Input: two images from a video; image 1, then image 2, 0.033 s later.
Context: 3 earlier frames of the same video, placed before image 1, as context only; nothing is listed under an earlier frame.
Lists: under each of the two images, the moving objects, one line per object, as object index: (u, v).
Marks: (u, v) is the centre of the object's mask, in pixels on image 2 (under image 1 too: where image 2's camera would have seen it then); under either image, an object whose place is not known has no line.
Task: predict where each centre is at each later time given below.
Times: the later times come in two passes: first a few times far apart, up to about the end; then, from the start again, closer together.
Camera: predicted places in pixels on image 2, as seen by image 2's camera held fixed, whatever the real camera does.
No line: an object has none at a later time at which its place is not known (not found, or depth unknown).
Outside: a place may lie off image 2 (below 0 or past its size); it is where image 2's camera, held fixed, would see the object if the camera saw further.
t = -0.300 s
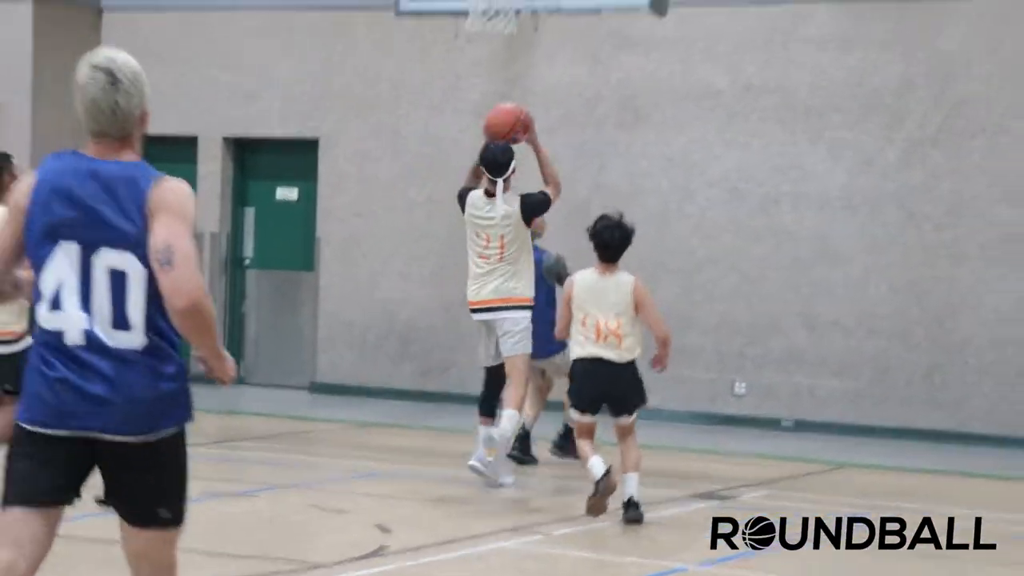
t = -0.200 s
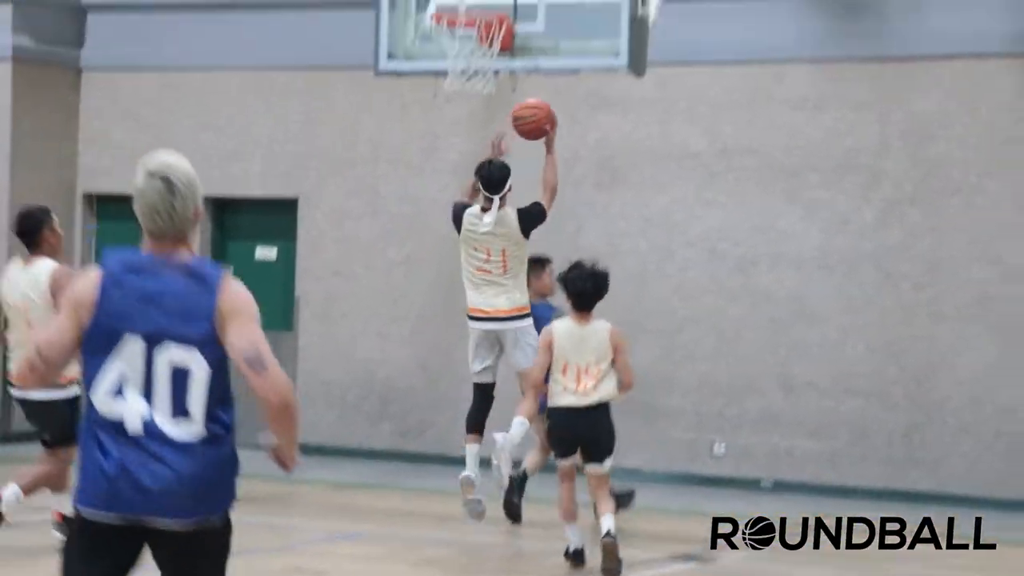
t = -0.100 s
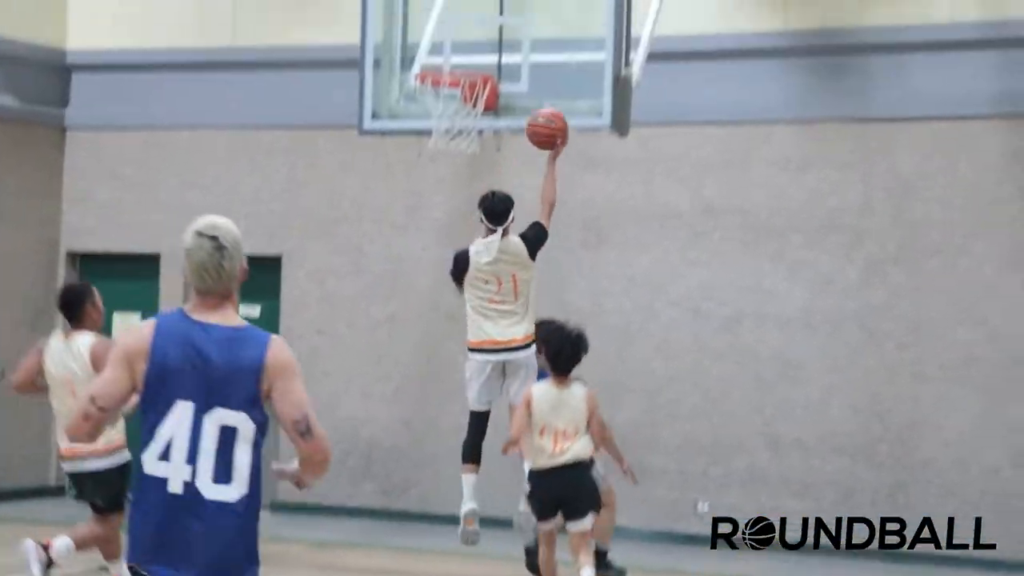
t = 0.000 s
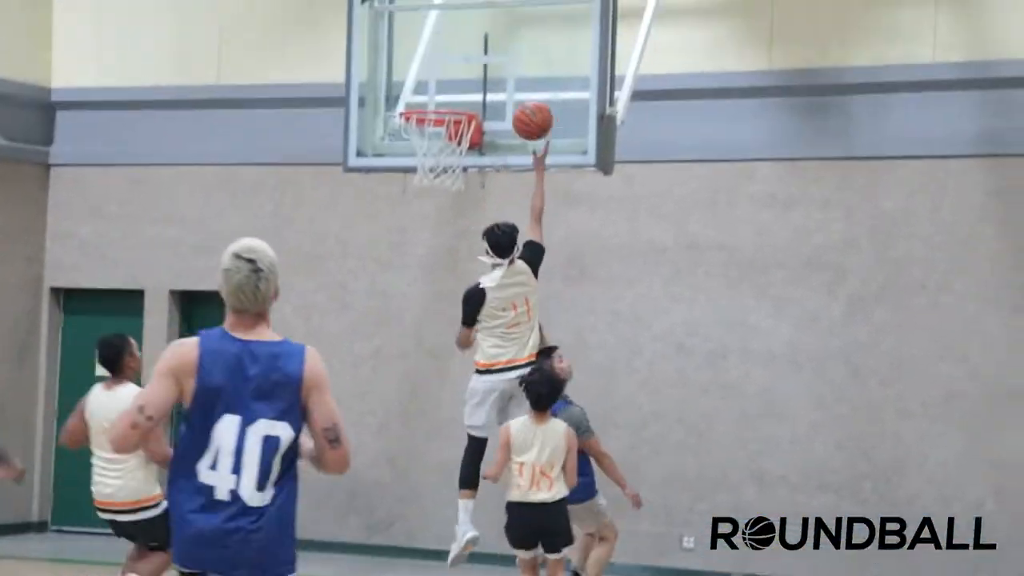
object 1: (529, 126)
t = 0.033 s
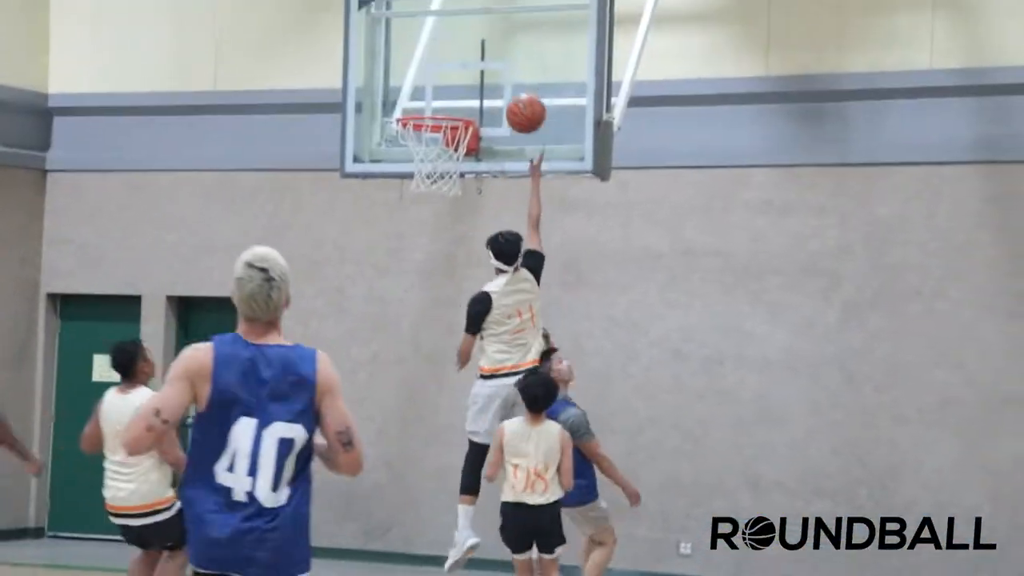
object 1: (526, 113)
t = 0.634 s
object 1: (430, 140)
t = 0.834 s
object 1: (464, 212)
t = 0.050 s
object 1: (524, 107)
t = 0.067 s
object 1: (521, 101)
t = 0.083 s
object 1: (520, 96)
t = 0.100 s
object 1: (518, 92)
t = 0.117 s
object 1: (516, 87)
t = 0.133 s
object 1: (514, 84)
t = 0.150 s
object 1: (513, 81)
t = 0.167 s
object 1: (511, 79)
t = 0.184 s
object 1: (509, 77)
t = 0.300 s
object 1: (496, 76)
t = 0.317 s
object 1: (493, 76)
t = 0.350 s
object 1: (483, 77)
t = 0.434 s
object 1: (458, 85)
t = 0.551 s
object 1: (421, 106)
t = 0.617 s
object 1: (425, 136)
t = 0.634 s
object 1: (430, 140)
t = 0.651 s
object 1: (434, 146)
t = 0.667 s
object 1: (436, 155)
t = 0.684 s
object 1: (440, 160)
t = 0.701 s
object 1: (443, 166)
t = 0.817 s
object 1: (461, 204)
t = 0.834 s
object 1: (464, 212)
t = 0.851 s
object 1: (466, 219)
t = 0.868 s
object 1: (468, 227)
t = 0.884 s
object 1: (470, 236)
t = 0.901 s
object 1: (472, 244)
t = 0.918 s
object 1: (474, 254)
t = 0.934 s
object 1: (477, 263)
